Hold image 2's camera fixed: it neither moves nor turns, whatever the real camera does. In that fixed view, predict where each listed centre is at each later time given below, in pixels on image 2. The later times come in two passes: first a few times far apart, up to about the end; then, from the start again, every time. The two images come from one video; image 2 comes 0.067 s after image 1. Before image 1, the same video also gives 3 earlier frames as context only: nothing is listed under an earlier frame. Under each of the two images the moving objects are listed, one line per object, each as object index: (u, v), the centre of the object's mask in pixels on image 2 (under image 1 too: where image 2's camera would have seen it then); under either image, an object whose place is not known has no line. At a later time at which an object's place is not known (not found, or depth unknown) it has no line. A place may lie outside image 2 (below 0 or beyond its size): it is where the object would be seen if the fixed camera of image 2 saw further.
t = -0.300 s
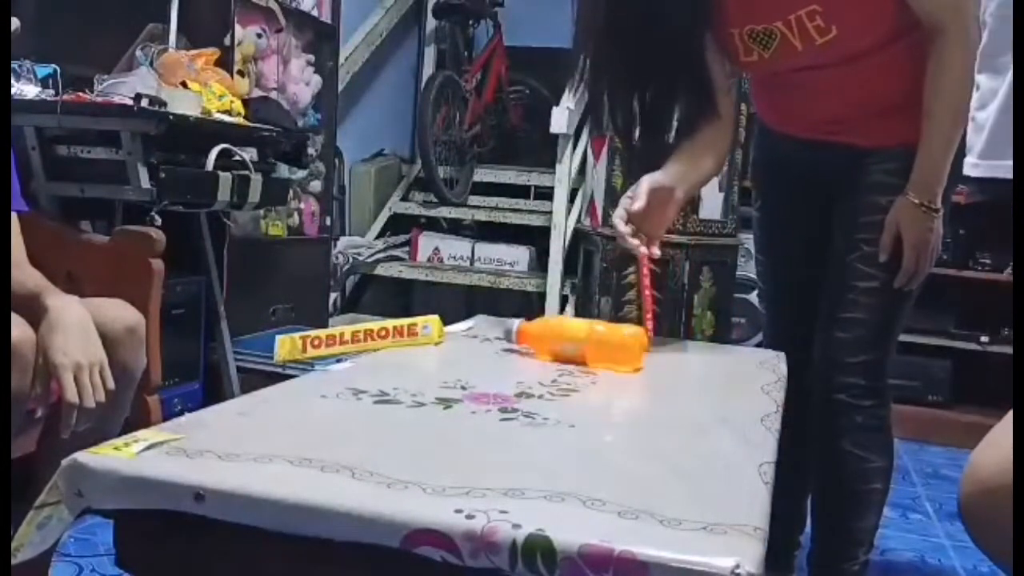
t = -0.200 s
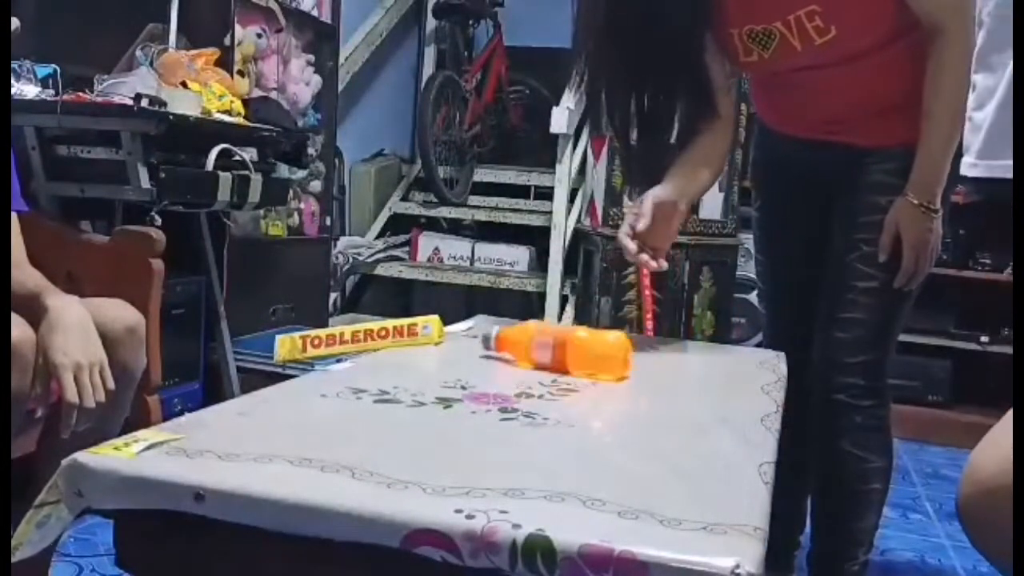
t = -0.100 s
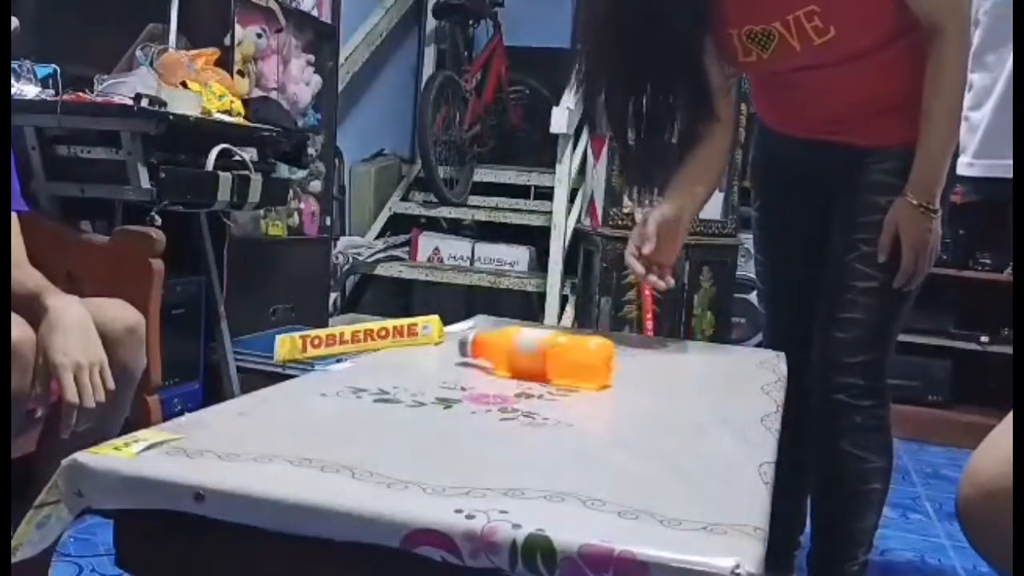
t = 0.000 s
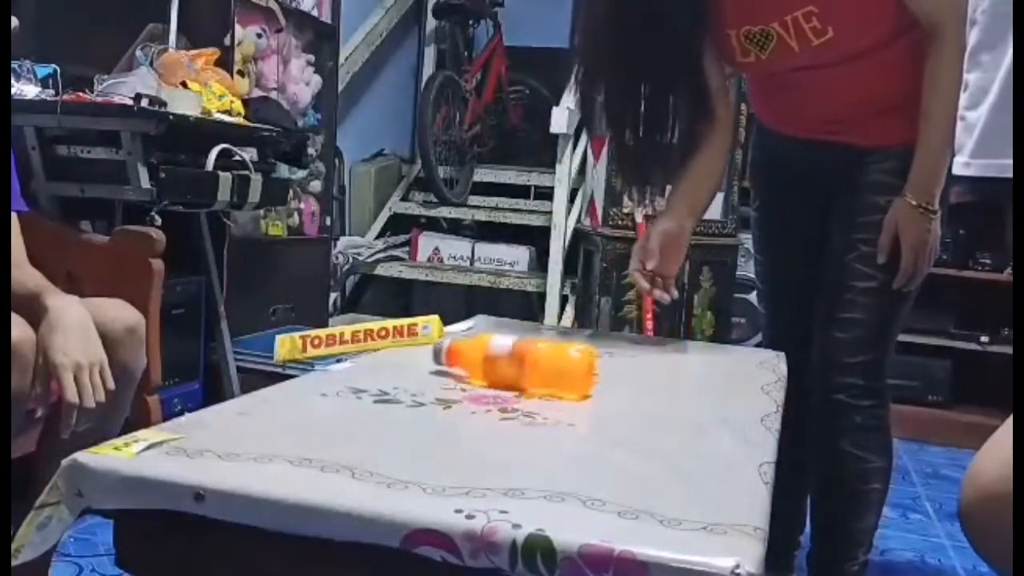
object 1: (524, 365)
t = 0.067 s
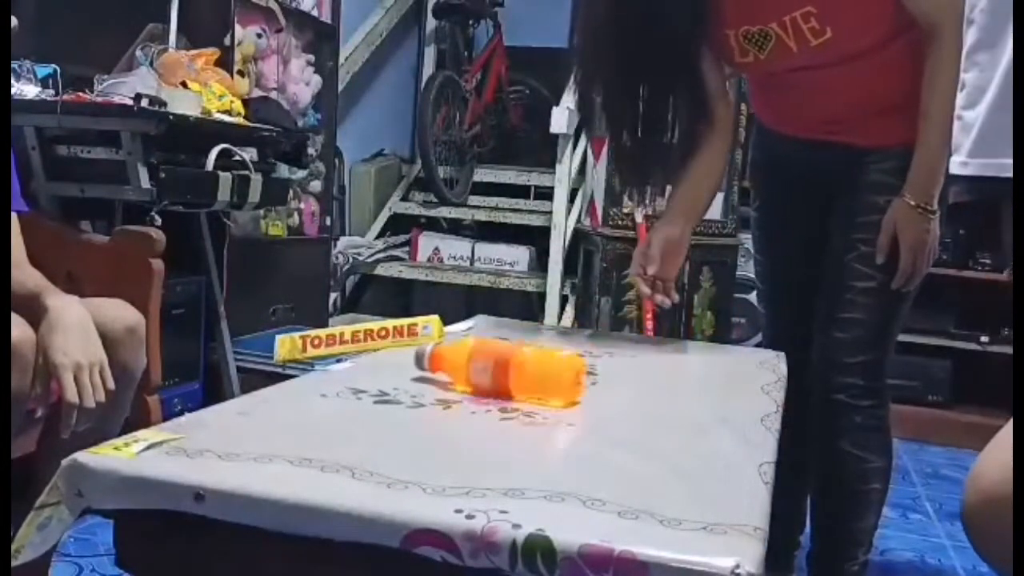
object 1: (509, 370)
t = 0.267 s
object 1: (458, 389)
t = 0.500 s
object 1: (383, 415)
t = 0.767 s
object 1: (276, 459)
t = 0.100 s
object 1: (501, 372)
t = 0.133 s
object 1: (492, 376)
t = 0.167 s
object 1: (484, 378)
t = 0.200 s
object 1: (475, 382)
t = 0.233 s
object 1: (466, 385)
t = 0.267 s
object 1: (458, 389)
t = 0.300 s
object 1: (446, 392)
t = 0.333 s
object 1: (437, 396)
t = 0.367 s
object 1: (428, 400)
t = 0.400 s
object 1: (416, 404)
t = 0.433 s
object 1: (405, 407)
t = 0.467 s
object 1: (395, 412)
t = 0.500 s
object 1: (383, 415)
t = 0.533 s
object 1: (370, 421)
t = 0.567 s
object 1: (358, 426)
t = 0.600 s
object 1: (346, 431)
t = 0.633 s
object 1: (332, 437)
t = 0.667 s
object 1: (319, 442)
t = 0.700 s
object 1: (309, 445)
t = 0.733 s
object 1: (293, 454)
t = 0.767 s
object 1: (276, 459)
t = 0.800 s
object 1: (261, 484)
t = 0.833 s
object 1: (230, 518)
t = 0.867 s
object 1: (177, 539)
